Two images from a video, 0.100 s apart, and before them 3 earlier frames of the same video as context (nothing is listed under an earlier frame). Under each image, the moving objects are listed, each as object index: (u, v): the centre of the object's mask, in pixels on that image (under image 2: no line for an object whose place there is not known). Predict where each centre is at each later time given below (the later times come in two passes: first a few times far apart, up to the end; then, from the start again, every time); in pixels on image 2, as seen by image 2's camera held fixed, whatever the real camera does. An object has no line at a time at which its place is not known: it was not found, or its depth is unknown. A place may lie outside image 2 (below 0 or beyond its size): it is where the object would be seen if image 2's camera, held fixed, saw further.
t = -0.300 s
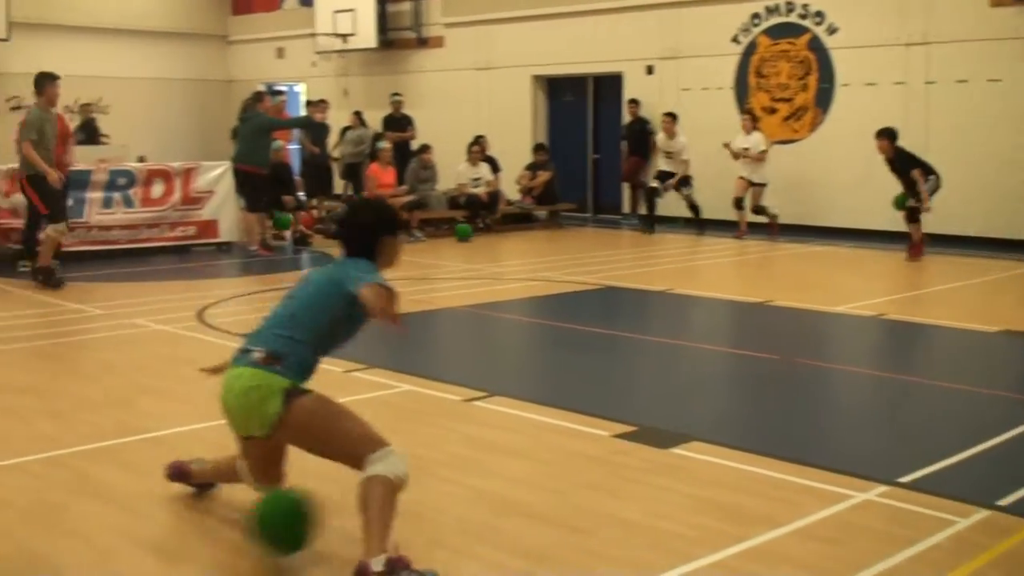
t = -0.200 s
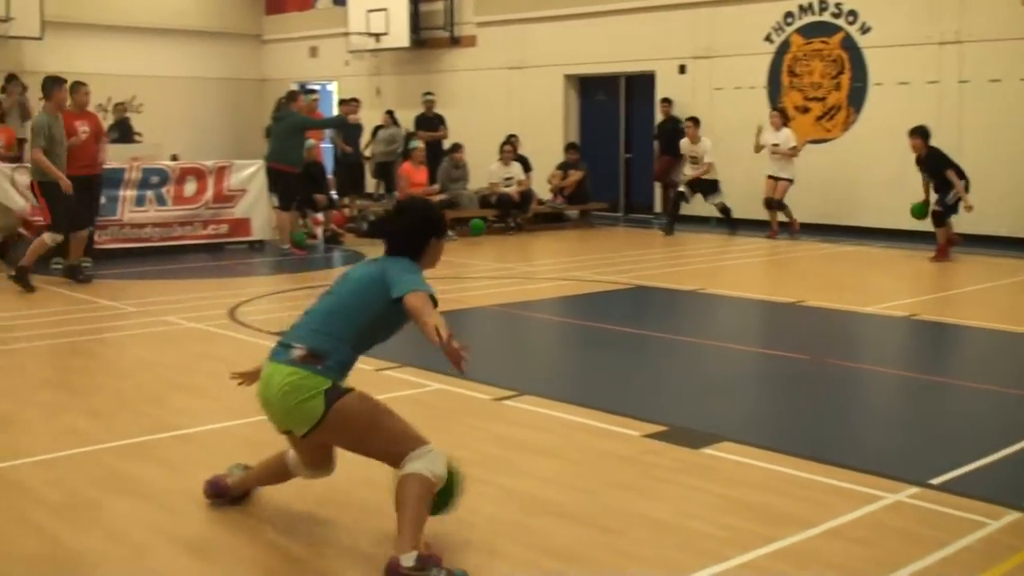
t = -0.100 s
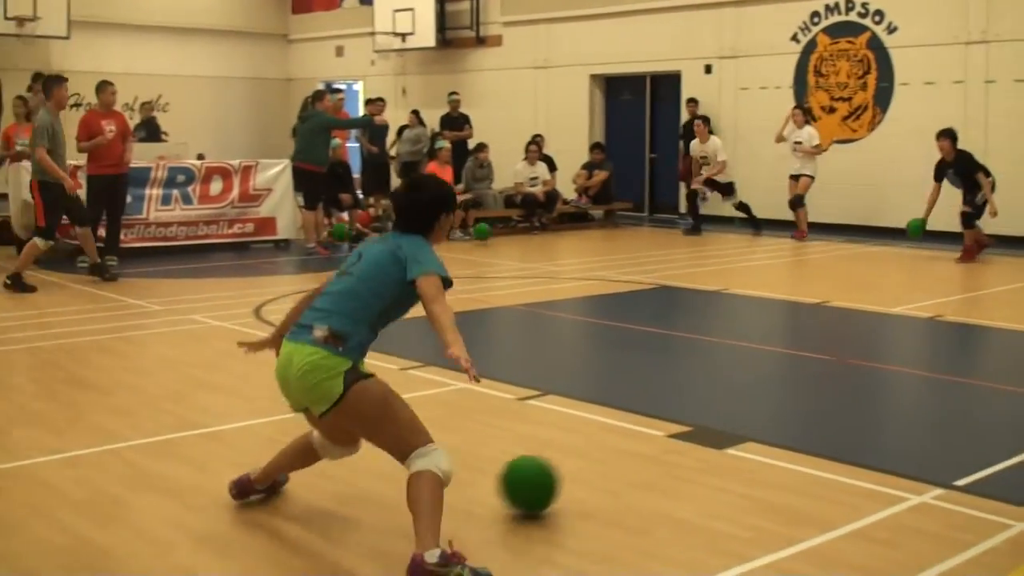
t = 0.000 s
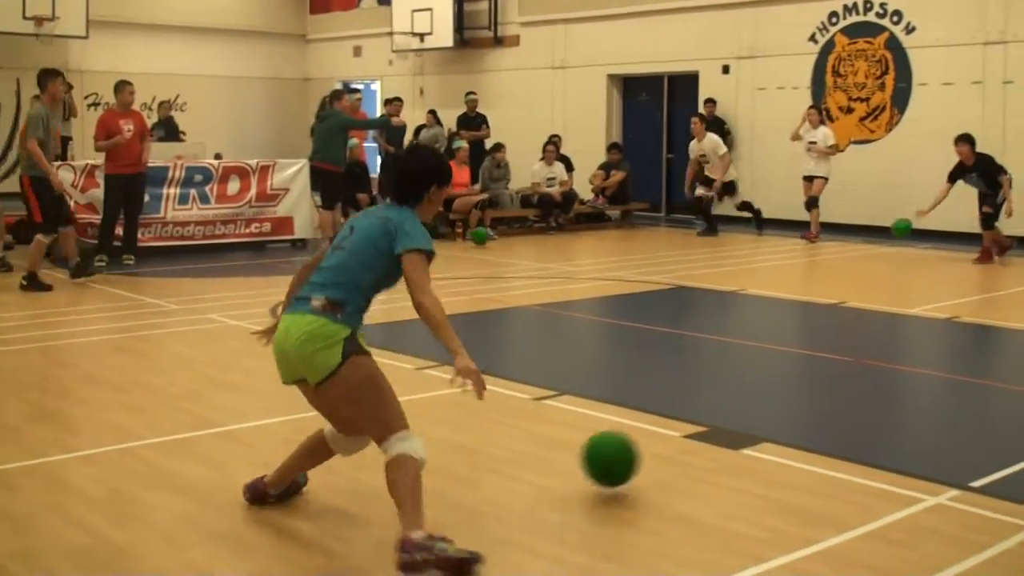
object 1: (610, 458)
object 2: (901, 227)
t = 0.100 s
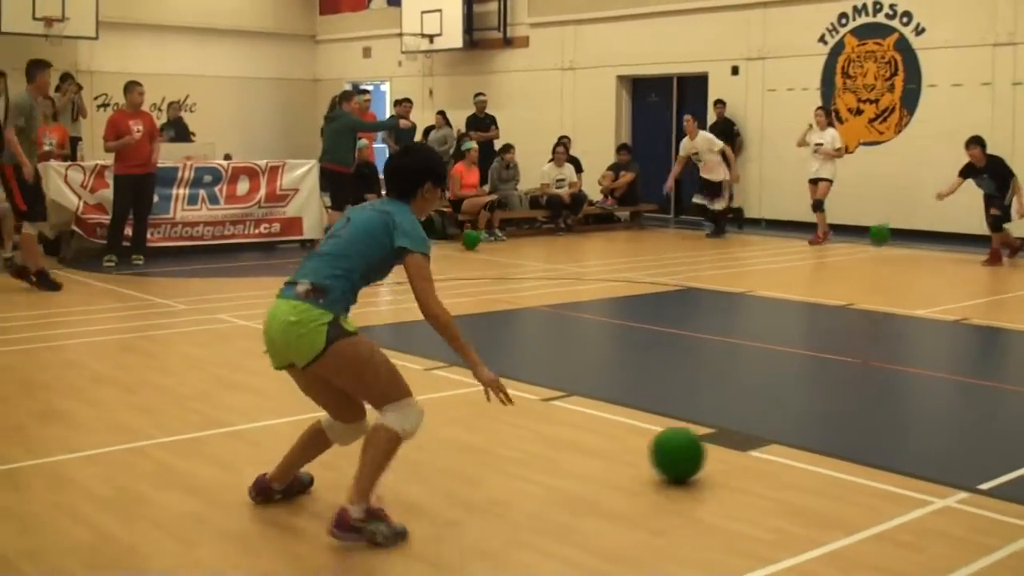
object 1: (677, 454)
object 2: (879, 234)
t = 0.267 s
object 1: (764, 432)
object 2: (821, 267)
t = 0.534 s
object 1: (874, 404)
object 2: (750, 271)
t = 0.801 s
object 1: (960, 381)
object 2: (672, 292)
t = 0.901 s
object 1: (989, 374)
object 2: (639, 300)
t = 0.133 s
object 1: (696, 447)
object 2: (869, 238)
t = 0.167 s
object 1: (714, 443)
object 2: (858, 243)
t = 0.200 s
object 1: (731, 441)
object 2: (846, 250)
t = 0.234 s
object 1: (748, 436)
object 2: (833, 258)
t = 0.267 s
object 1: (764, 432)
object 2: (821, 267)
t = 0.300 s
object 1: (780, 430)
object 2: (810, 273)
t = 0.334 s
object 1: (795, 425)
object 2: (802, 269)
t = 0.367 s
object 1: (810, 422)
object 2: (794, 266)
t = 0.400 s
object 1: (823, 417)
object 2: (786, 265)
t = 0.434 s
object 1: (837, 414)
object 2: (777, 264)
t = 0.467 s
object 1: (850, 410)
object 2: (768, 265)
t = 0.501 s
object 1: (862, 407)
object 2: (759, 267)
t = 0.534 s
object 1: (874, 404)
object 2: (750, 271)
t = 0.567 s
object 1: (886, 401)
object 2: (741, 276)
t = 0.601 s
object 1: (897, 398)
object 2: (732, 283)
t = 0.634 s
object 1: (909, 394)
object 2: (722, 288)
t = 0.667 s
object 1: (919, 393)
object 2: (712, 286)
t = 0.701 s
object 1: (931, 389)
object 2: (702, 285)
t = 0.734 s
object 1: (941, 386)
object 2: (692, 286)
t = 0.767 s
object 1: (950, 383)
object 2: (682, 288)
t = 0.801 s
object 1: (960, 381)
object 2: (672, 292)
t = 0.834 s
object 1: (970, 379)
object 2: (662, 298)
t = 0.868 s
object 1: (979, 376)
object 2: (650, 300)
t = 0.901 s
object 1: (989, 374)
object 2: (639, 300)
